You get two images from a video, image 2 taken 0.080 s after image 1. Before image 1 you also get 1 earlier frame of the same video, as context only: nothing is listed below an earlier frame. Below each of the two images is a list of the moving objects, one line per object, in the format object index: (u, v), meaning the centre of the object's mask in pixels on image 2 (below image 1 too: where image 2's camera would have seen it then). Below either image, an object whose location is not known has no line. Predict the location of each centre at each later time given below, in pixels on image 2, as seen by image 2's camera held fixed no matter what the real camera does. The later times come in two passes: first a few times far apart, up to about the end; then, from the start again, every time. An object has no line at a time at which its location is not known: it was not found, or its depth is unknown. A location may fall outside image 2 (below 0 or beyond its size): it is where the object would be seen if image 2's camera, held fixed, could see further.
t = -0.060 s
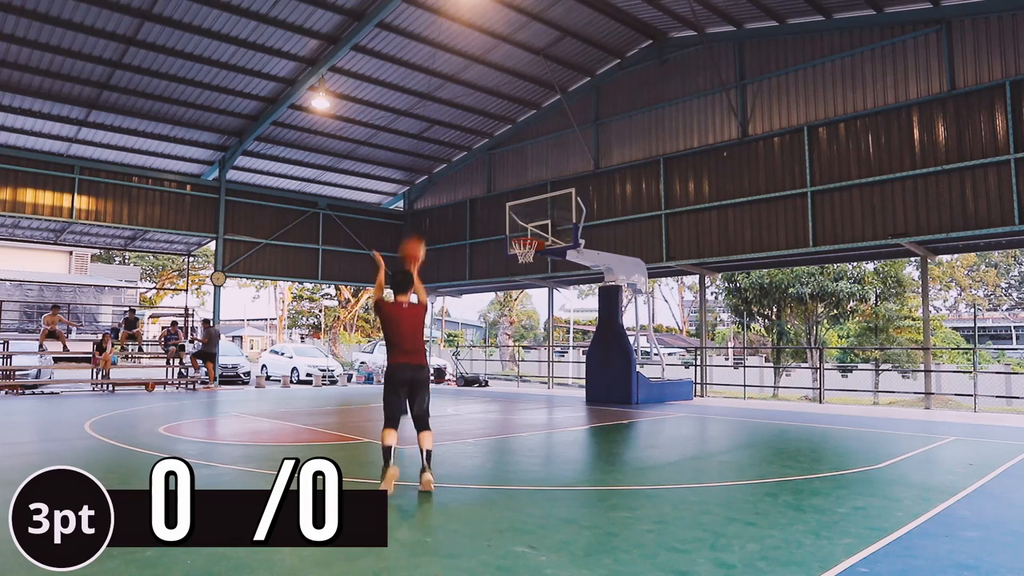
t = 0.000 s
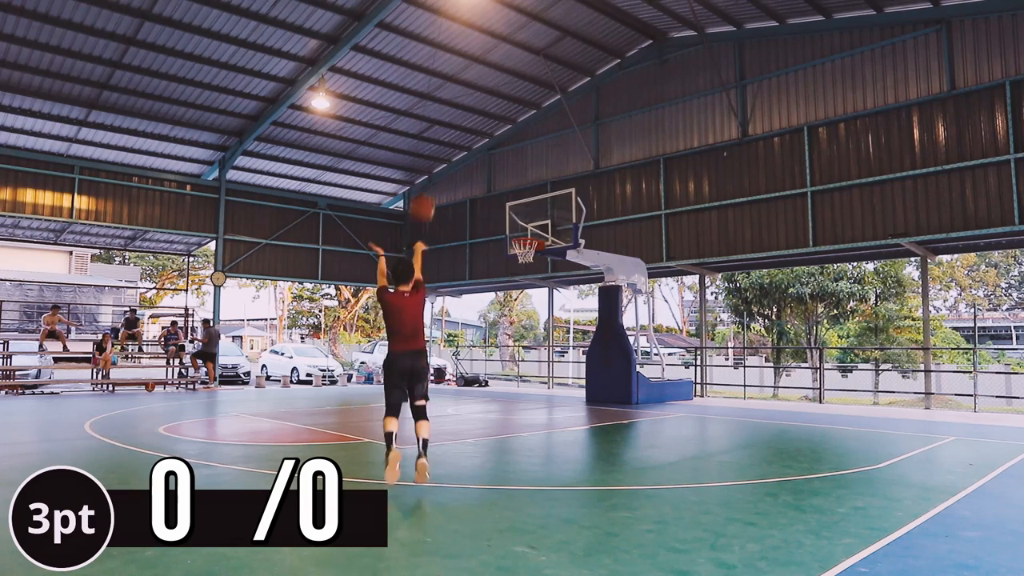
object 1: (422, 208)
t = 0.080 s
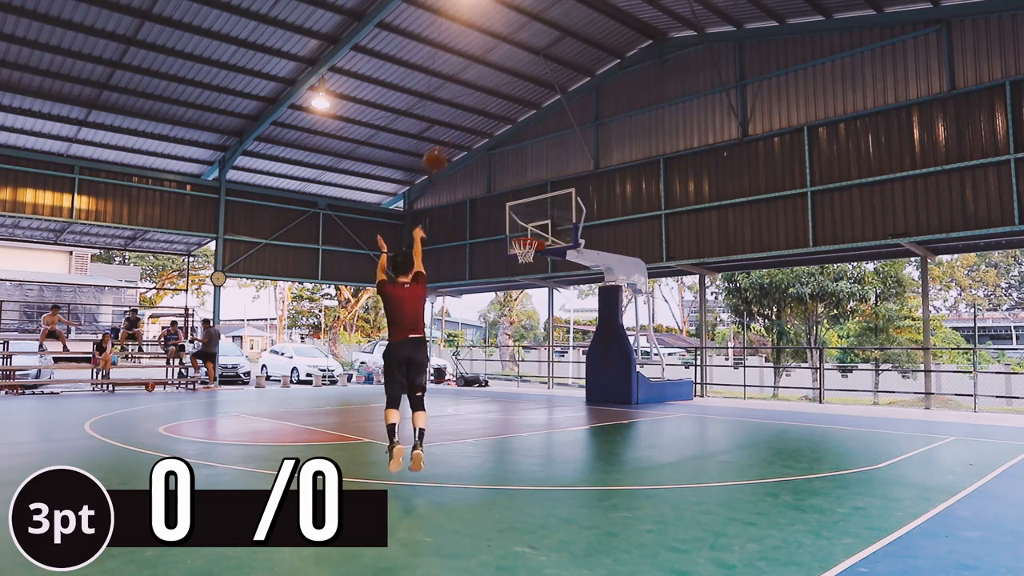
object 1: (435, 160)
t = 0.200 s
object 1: (451, 110)
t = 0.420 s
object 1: (475, 64)
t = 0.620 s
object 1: (492, 59)
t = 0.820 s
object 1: (505, 79)
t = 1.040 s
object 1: (518, 125)
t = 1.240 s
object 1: (524, 180)
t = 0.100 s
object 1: (438, 149)
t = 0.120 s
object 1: (441, 140)
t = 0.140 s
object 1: (444, 131)
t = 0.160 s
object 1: (446, 124)
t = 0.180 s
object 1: (449, 116)
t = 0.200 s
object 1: (451, 110)
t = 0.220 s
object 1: (453, 104)
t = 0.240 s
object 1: (456, 96)
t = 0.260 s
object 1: (458, 90)
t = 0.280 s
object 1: (461, 87)
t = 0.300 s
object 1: (463, 82)
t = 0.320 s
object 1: (465, 78)
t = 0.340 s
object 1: (466, 74)
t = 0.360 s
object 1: (468, 72)
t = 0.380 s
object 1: (470, 69)
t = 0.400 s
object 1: (473, 67)
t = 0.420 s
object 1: (475, 64)
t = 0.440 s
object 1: (476, 63)
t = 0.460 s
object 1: (478, 61)
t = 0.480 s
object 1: (480, 60)
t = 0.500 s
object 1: (482, 59)
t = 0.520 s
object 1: (483, 58)
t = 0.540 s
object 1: (485, 58)
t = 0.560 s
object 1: (487, 58)
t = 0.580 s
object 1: (489, 58)
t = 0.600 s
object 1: (490, 58)
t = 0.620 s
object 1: (492, 59)
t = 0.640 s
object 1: (493, 60)
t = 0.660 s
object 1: (495, 61)
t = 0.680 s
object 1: (496, 63)
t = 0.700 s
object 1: (497, 64)
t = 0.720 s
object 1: (499, 66)
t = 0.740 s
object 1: (500, 68)
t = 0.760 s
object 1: (502, 71)
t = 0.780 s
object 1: (503, 73)
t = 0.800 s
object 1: (504, 76)
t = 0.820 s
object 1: (505, 79)
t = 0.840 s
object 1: (506, 83)
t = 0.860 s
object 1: (508, 85)
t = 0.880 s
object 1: (509, 88)
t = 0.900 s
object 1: (510, 94)
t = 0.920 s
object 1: (511, 97)
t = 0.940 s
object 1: (512, 101)
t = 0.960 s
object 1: (513, 106)
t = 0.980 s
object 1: (514, 110)
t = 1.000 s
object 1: (515, 114)
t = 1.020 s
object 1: (517, 120)
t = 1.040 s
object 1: (518, 125)
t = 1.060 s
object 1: (518, 129)
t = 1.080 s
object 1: (519, 134)
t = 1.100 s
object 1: (519, 140)
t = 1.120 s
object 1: (521, 146)
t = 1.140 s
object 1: (522, 151)
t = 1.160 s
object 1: (522, 157)
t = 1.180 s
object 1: (523, 163)
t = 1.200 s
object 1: (524, 170)
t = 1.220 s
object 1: (525, 176)
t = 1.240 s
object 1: (524, 180)
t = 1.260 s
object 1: (526, 187)
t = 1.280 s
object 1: (527, 196)
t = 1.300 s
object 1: (528, 202)
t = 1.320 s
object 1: (529, 209)
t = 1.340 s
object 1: (530, 216)
